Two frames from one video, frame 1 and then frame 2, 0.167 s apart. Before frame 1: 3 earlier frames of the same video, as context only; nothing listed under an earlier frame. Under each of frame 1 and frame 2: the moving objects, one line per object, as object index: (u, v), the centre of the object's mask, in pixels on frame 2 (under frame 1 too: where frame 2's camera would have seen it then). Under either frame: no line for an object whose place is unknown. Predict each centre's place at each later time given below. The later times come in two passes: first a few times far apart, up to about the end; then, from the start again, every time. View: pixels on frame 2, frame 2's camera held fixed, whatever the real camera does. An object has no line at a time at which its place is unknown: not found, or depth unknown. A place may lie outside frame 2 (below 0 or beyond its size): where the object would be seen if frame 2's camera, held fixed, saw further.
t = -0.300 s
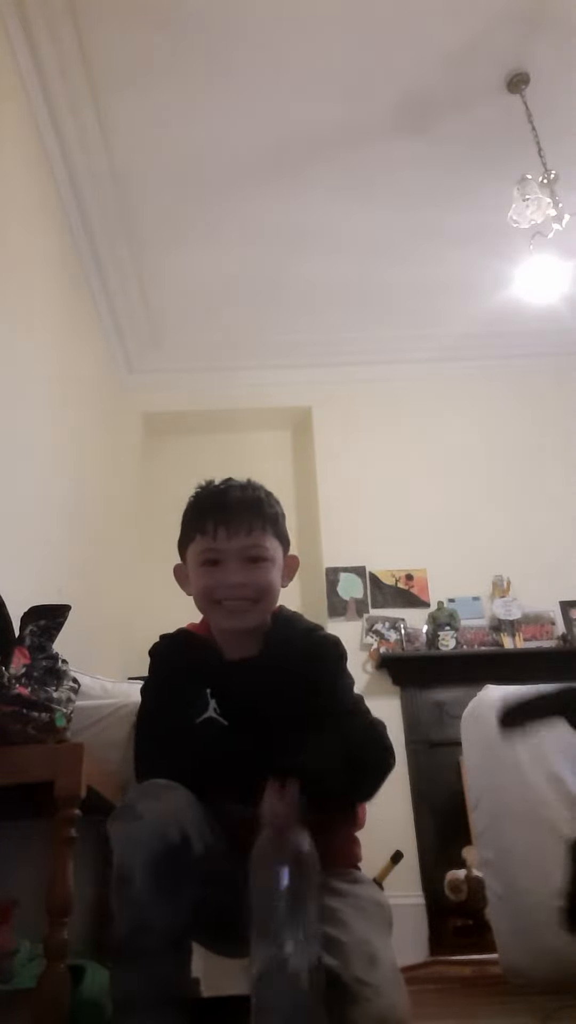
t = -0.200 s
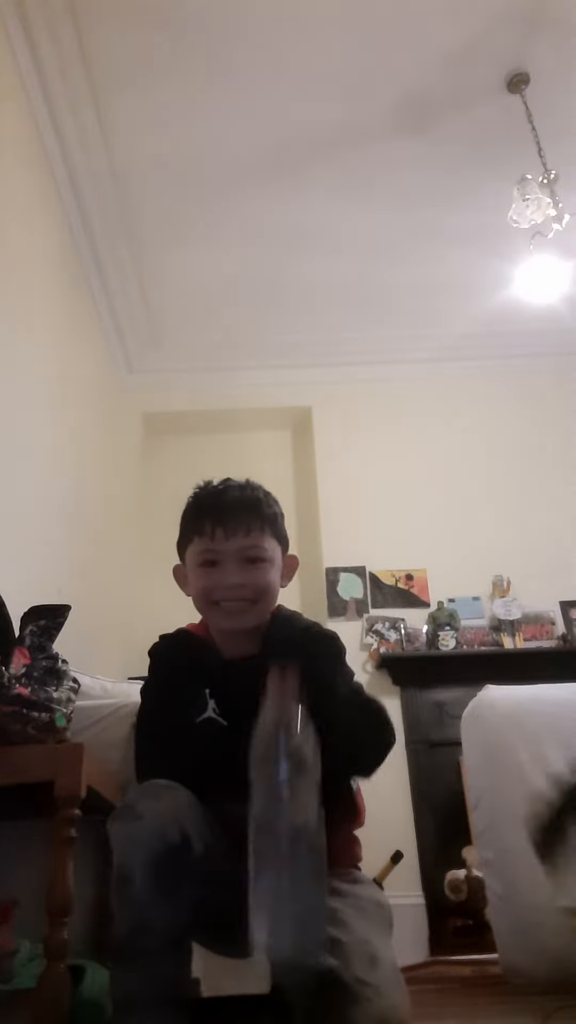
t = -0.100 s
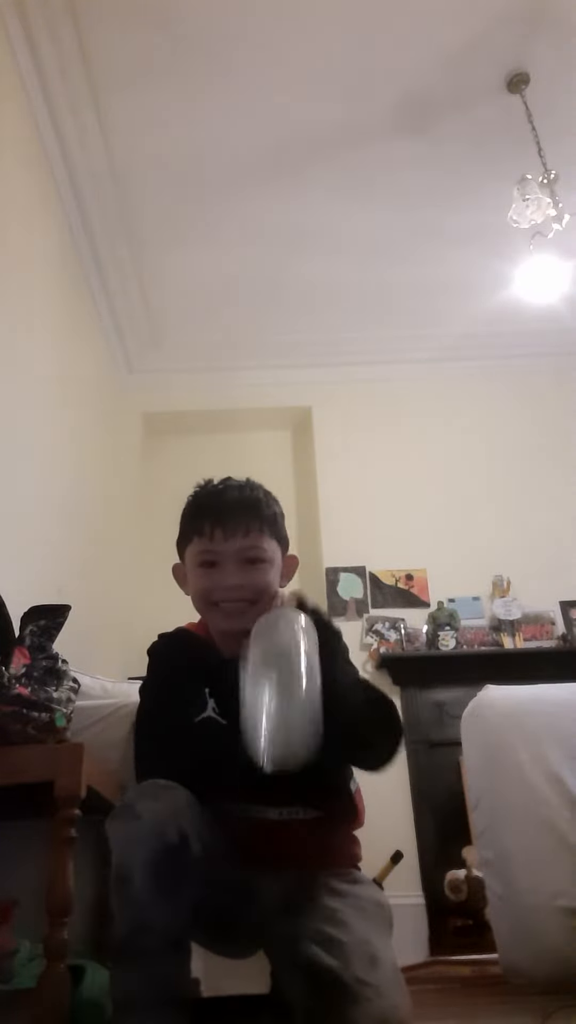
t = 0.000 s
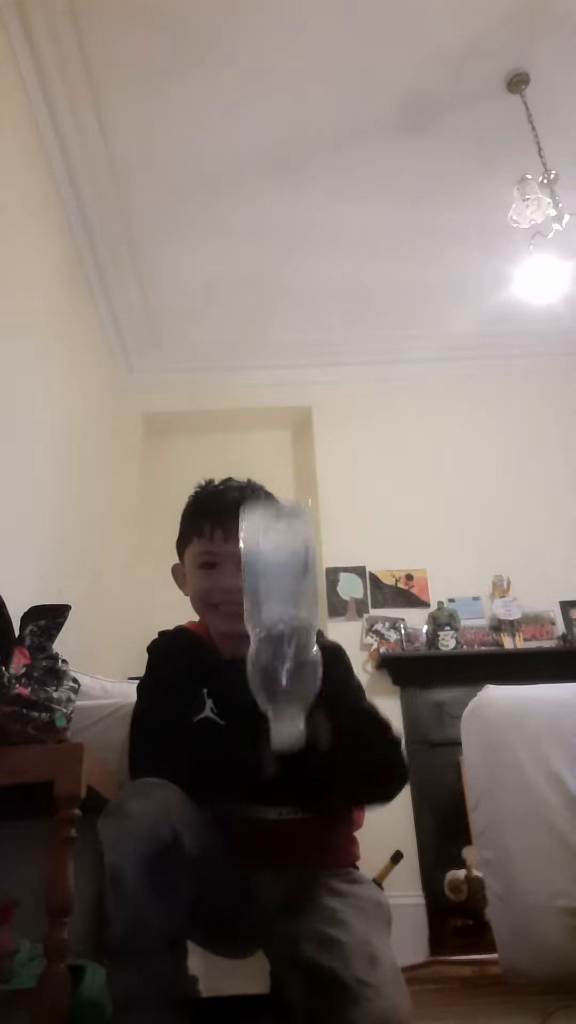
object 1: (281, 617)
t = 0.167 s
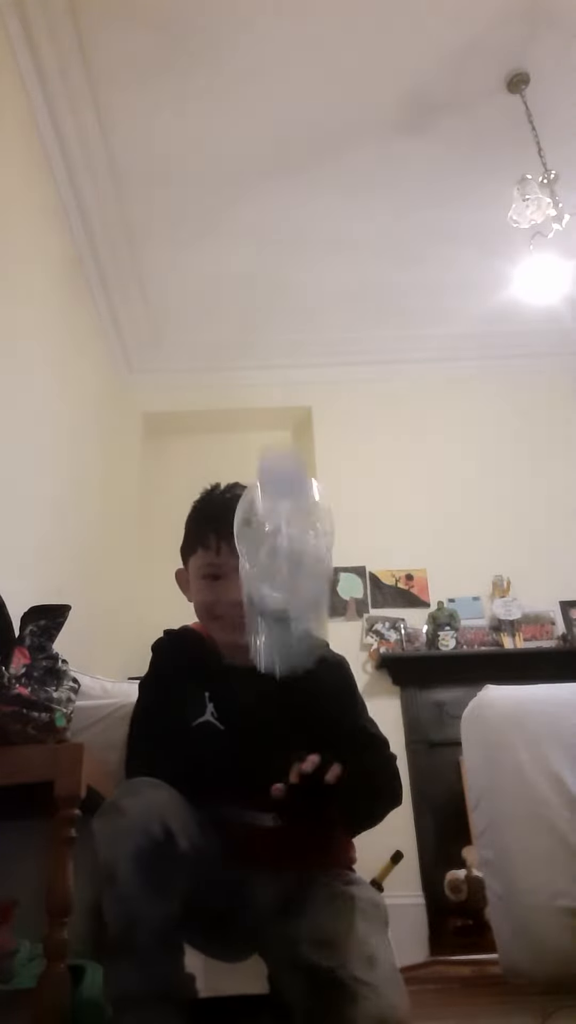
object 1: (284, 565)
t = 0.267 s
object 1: (291, 786)
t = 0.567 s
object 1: (301, 939)
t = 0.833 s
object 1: (302, 940)
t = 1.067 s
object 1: (300, 939)
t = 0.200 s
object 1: (285, 602)
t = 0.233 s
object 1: (287, 672)
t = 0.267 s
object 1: (291, 786)
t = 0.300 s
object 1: (293, 848)
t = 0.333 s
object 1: (290, 938)
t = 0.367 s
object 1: (293, 938)
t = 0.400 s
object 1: (310, 937)
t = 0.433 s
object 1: (316, 938)
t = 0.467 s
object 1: (314, 938)
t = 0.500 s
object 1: (304, 938)
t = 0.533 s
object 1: (300, 939)
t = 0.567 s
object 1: (301, 939)
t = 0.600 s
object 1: (301, 938)
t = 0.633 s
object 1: (300, 939)
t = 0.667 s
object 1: (299, 939)
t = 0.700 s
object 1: (300, 939)
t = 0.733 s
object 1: (302, 939)
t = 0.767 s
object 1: (302, 940)
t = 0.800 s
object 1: (302, 940)
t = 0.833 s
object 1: (302, 940)
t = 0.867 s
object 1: (302, 940)
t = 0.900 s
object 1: (302, 940)
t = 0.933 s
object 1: (300, 939)
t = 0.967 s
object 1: (300, 939)
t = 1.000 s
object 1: (300, 939)
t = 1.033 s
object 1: (300, 939)
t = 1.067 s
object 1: (300, 939)
